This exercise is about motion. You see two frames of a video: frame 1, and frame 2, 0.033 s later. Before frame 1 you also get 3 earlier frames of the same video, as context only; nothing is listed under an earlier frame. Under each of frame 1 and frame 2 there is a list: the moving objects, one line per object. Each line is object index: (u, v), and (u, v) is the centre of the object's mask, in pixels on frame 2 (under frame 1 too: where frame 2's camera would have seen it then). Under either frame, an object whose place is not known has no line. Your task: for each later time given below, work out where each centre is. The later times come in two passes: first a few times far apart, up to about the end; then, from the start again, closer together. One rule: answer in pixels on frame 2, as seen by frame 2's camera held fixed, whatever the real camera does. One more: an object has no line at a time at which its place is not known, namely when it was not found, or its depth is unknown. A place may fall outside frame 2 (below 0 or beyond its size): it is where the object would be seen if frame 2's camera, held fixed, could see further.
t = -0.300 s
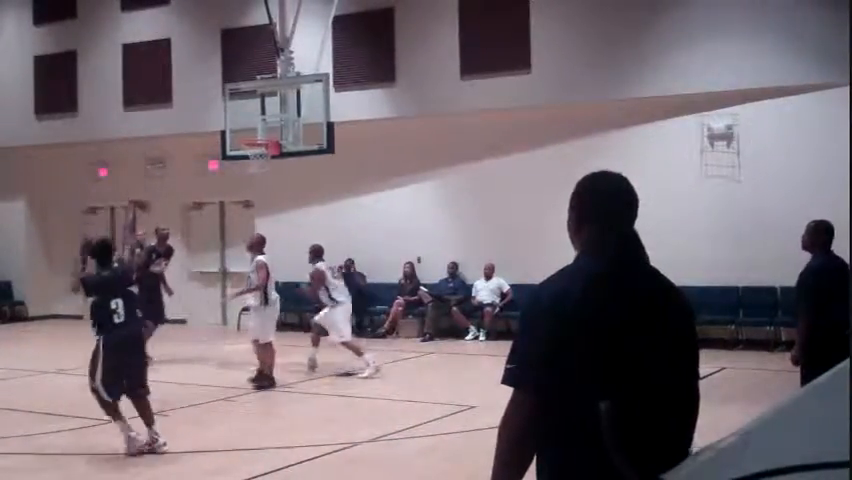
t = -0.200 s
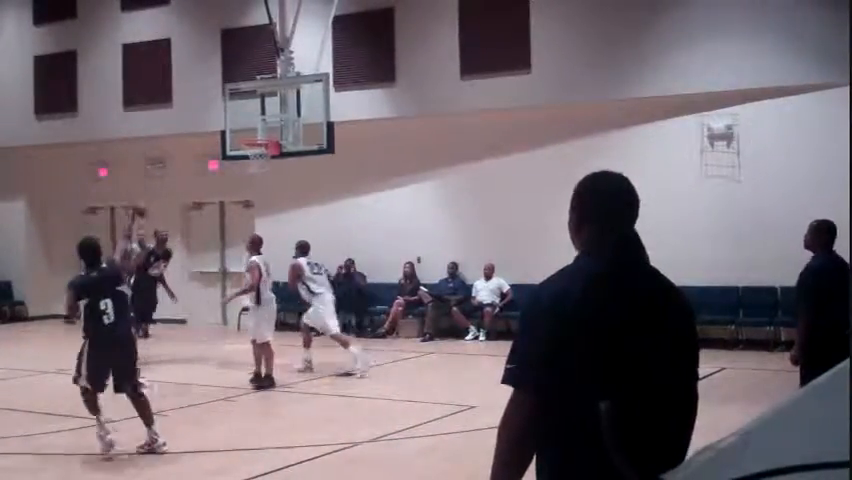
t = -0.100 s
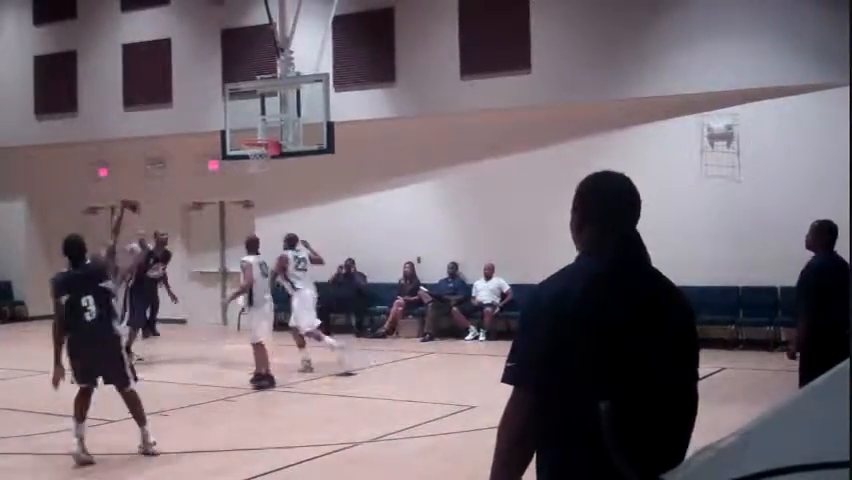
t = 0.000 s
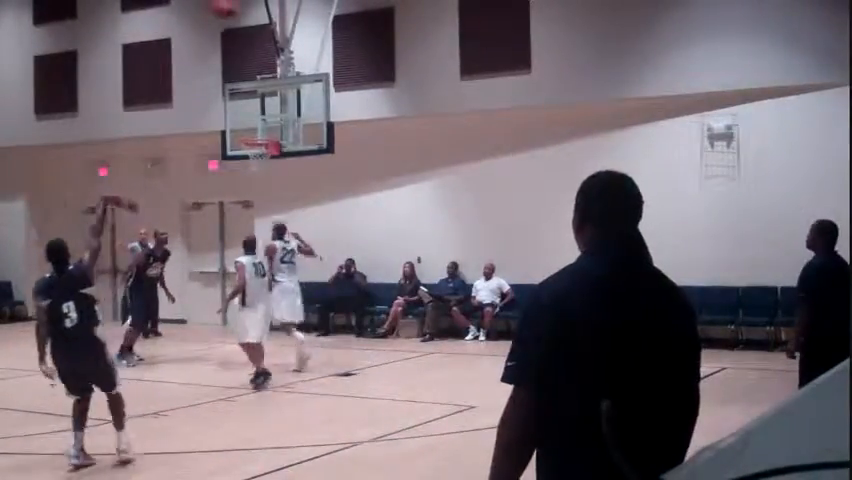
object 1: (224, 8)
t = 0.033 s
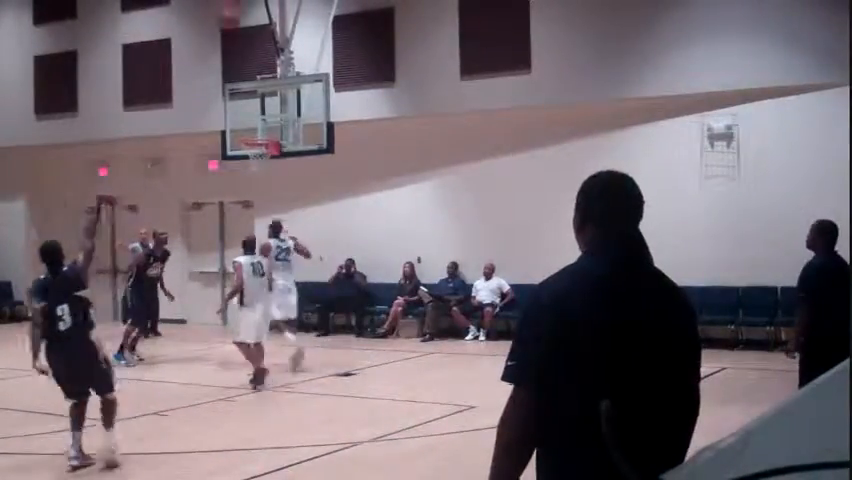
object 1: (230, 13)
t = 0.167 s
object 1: (240, 52)
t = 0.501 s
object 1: (253, 148)
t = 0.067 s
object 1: (231, 32)
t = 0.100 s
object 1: (232, 36)
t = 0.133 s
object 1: (235, 41)
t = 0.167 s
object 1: (240, 52)
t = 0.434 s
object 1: (261, 144)
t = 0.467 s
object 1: (253, 147)
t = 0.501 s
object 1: (253, 148)
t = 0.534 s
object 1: (252, 151)
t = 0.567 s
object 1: (258, 153)
